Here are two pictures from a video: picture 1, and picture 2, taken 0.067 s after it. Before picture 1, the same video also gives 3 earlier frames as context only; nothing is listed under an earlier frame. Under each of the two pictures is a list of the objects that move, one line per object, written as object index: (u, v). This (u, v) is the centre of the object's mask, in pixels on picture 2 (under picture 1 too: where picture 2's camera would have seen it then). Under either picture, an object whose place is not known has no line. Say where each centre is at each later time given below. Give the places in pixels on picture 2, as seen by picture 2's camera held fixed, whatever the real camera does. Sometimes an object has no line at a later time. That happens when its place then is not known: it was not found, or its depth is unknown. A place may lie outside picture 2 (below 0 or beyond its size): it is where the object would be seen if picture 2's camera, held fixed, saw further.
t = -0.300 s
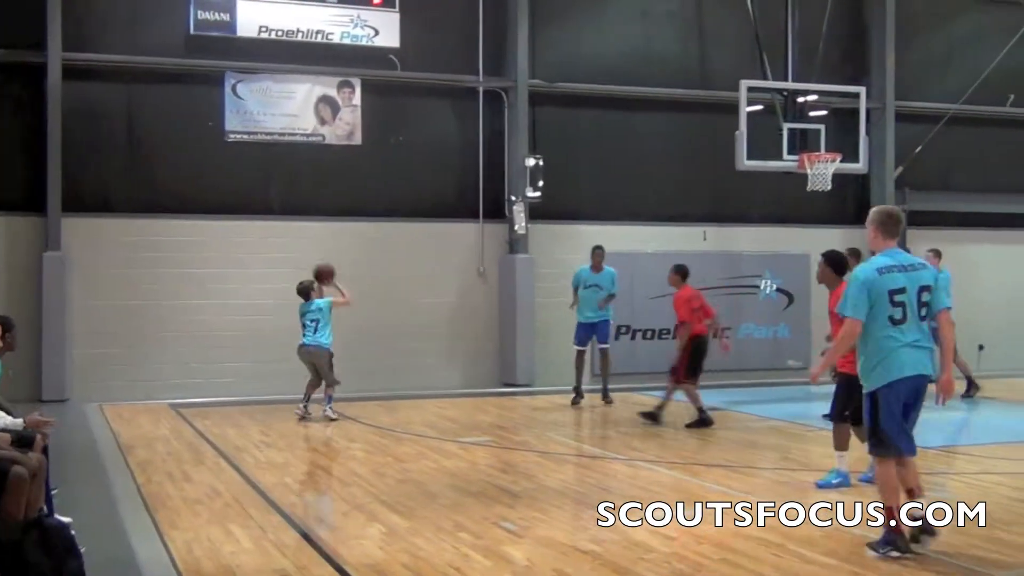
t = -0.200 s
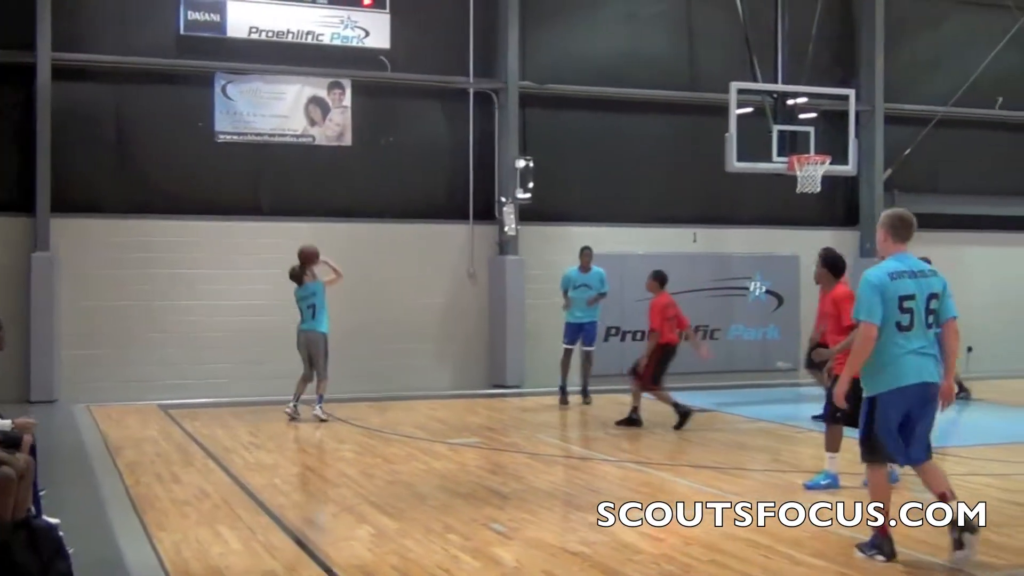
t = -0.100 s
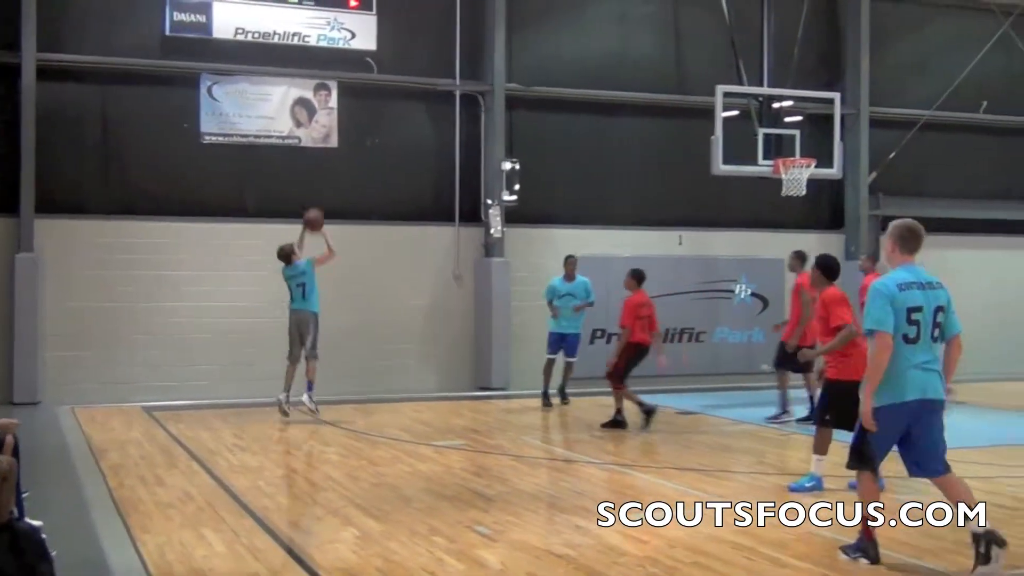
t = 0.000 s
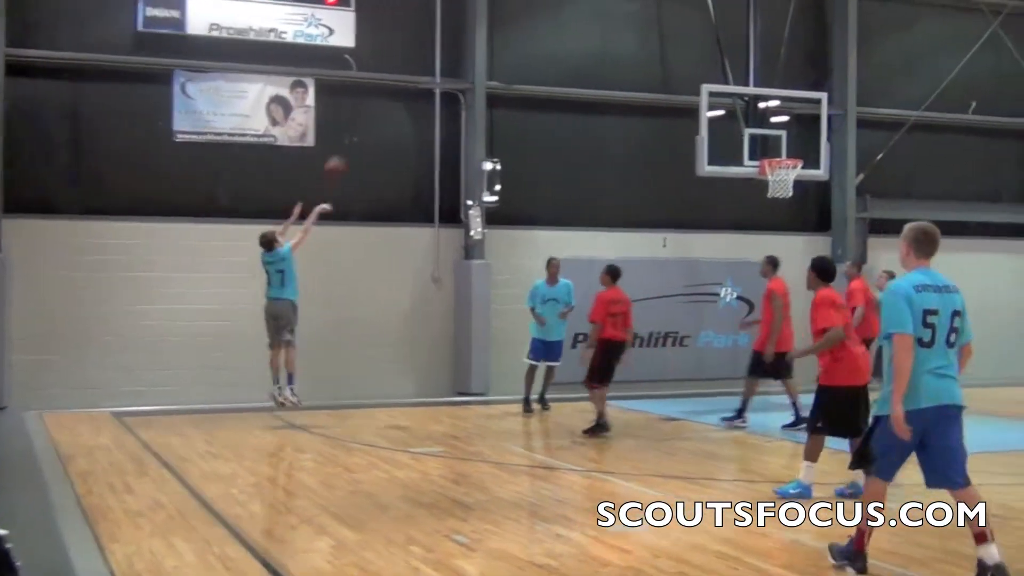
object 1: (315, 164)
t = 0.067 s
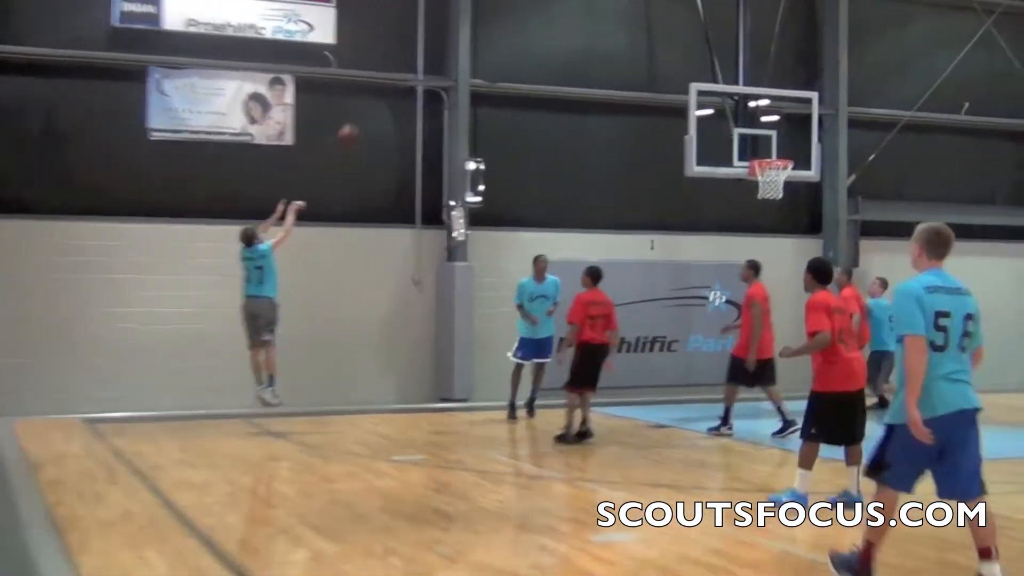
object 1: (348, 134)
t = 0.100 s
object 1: (366, 122)
